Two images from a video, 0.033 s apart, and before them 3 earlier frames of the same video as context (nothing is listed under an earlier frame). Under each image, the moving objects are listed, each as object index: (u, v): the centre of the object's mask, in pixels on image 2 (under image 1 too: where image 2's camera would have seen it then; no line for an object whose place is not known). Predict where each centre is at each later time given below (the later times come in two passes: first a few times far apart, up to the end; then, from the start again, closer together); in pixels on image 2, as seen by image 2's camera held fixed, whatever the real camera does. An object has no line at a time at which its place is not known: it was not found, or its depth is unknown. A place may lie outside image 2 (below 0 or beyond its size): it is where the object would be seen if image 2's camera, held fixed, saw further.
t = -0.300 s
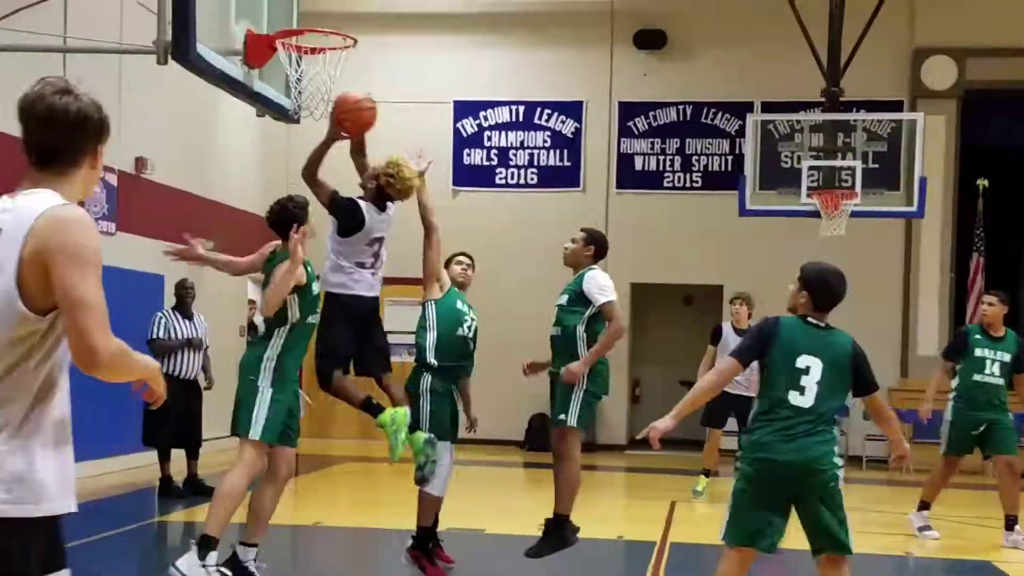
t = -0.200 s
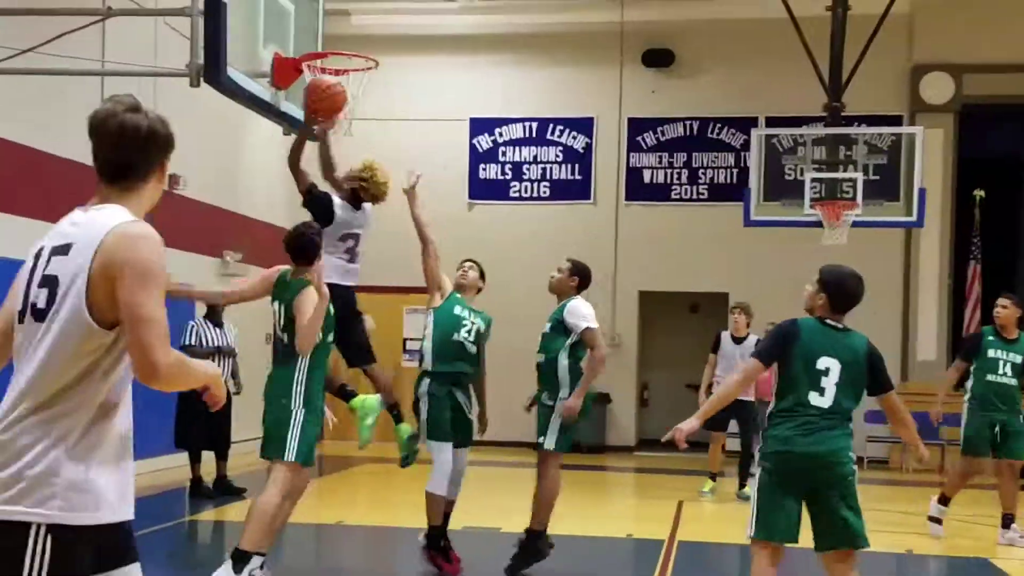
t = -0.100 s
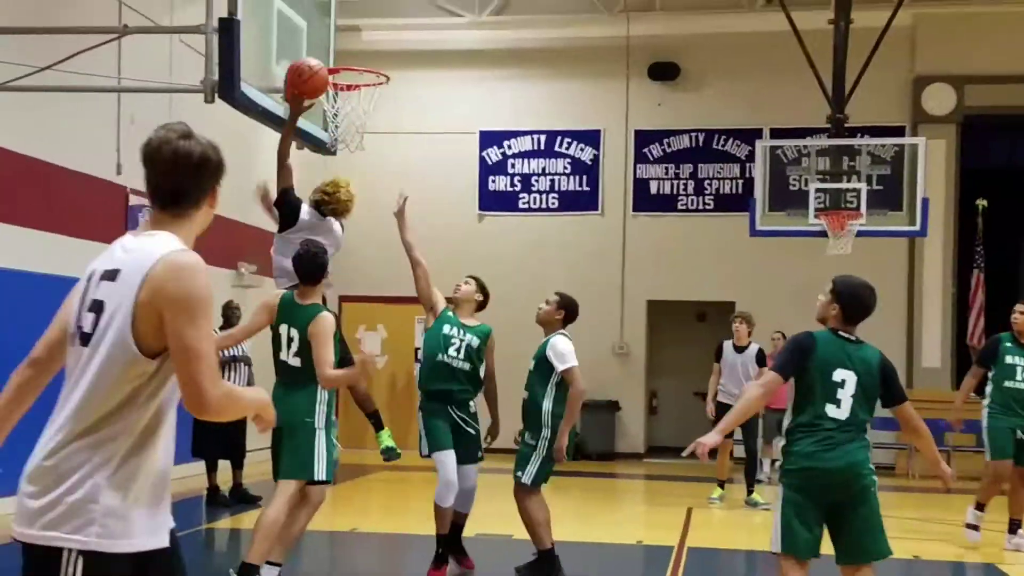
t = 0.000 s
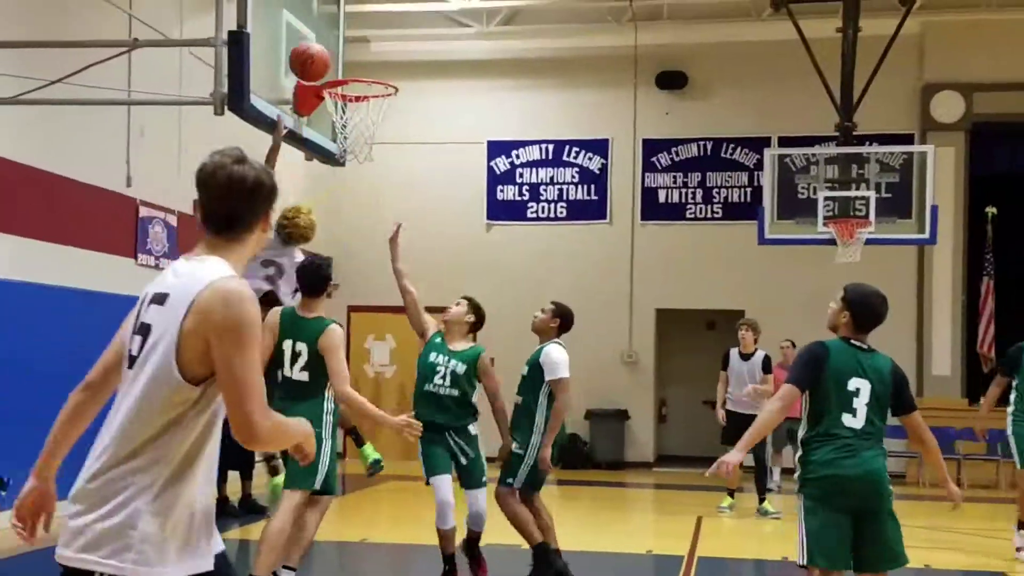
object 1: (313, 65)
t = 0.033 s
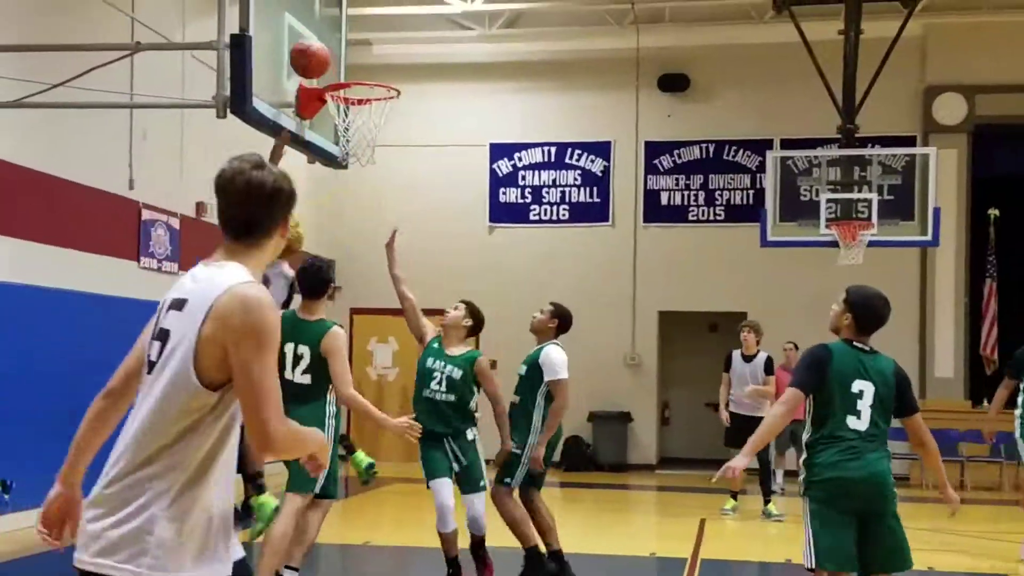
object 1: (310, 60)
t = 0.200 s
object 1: (329, 55)
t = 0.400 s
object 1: (368, 100)
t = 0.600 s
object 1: (369, 128)
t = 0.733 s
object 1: (357, 149)
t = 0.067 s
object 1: (307, 55)
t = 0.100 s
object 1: (308, 53)
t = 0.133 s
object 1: (316, 51)
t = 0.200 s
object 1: (329, 55)
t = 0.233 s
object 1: (336, 59)
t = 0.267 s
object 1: (344, 64)
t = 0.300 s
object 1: (352, 72)
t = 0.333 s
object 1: (360, 84)
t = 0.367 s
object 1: (366, 93)
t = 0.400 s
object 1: (368, 100)
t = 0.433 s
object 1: (372, 105)
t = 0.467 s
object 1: (374, 114)
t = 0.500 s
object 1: (376, 120)
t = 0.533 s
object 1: (376, 124)
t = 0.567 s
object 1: (373, 125)
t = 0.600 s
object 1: (369, 128)
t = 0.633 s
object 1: (366, 130)
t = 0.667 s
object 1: (363, 137)
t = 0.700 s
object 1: (360, 142)
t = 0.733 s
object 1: (357, 149)
